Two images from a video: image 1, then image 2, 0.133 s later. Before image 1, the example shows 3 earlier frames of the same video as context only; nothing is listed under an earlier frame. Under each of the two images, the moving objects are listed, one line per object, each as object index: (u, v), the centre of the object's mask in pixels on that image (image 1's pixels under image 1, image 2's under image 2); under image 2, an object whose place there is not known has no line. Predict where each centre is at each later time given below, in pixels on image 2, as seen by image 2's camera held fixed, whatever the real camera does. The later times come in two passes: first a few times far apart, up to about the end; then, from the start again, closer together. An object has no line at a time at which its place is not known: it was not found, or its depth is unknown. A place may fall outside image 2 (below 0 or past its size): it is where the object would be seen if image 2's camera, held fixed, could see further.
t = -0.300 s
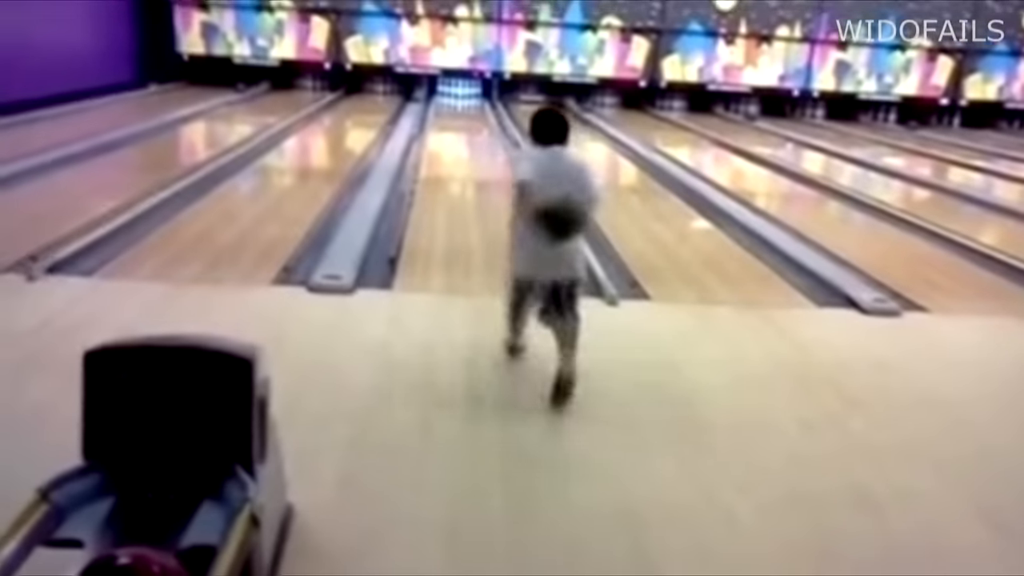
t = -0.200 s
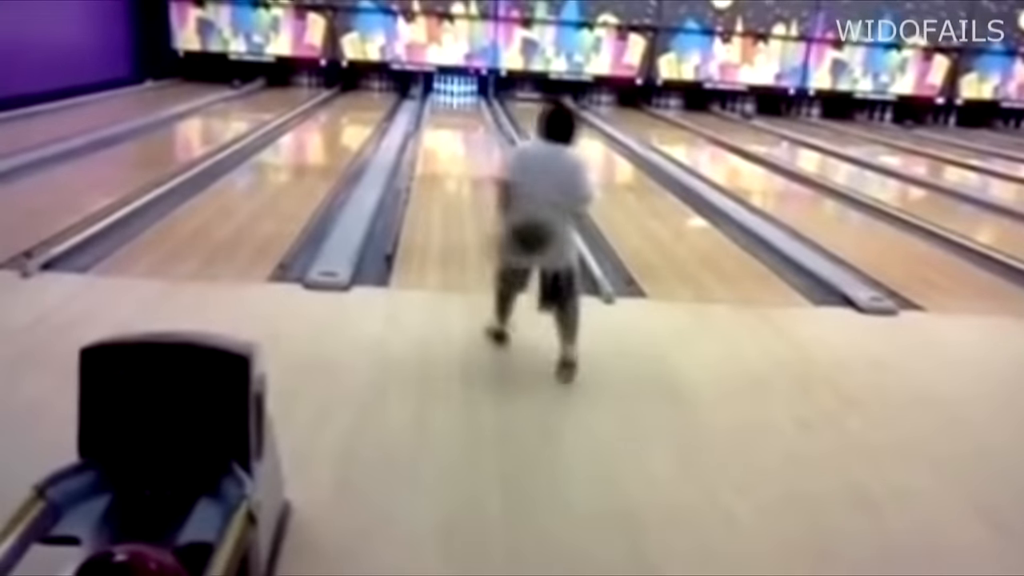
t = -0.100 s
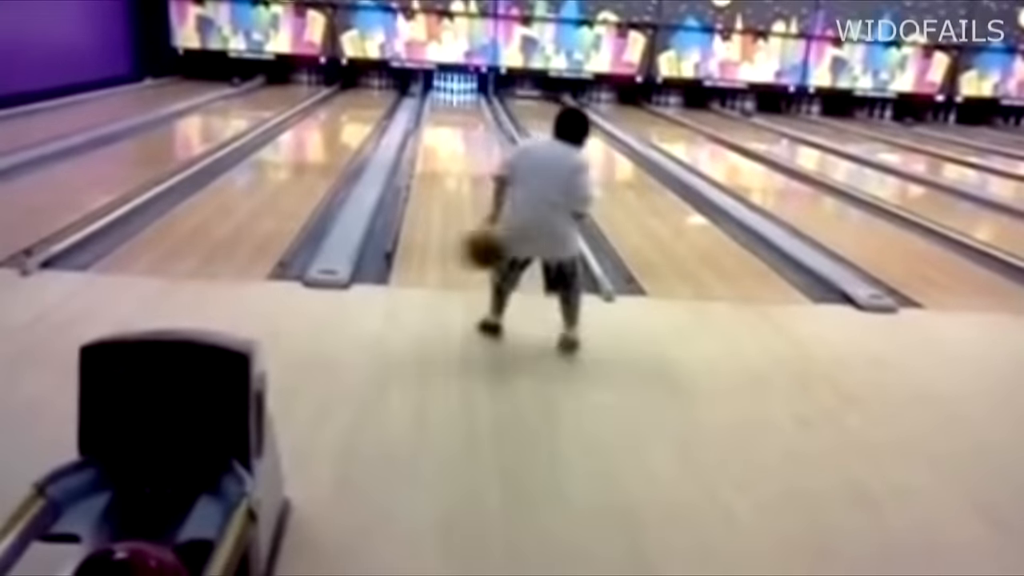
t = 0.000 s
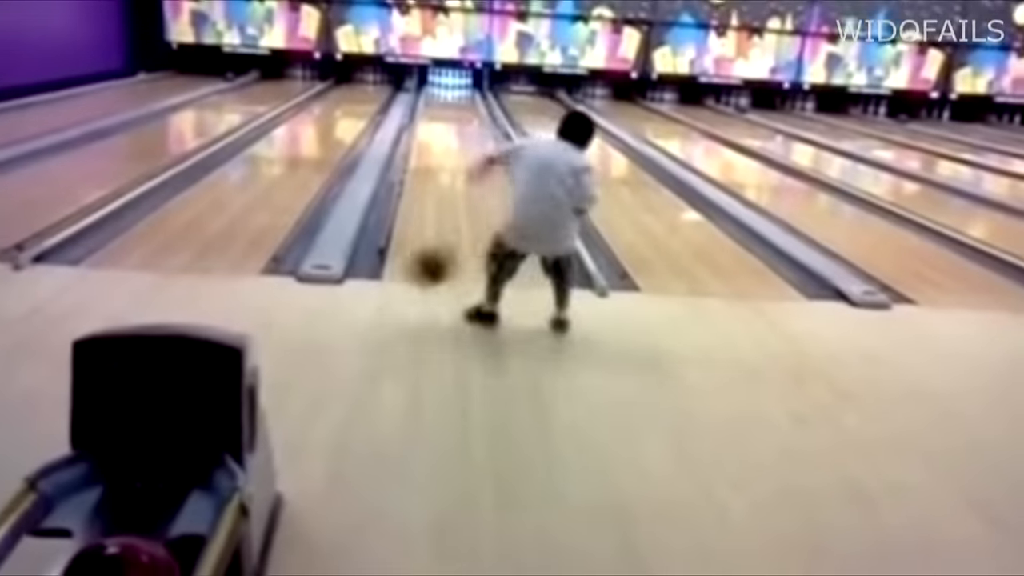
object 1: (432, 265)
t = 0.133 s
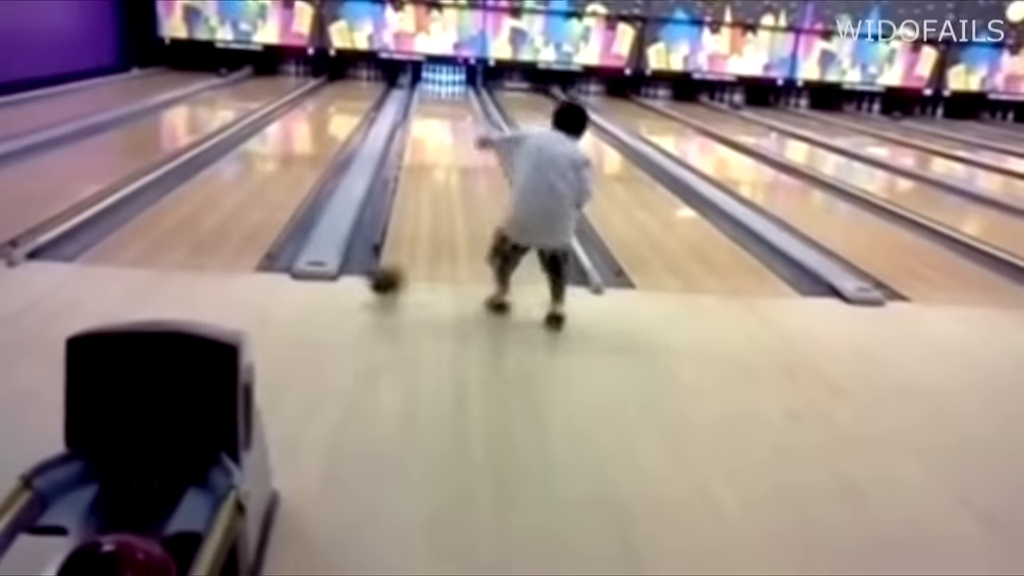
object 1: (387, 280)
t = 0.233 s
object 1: (358, 259)
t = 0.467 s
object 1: (331, 219)
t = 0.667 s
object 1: (324, 223)
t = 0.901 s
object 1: (314, 207)
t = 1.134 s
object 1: (294, 214)
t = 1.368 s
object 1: (266, 212)
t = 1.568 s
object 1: (259, 201)
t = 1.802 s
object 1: (231, 196)
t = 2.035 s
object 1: (212, 191)
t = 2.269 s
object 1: (193, 188)
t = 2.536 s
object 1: (175, 181)
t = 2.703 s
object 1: (165, 184)
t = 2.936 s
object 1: (170, 180)
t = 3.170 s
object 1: (175, 175)
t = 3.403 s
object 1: (178, 177)
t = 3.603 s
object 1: (184, 171)
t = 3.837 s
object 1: (192, 165)
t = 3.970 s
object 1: (193, 165)
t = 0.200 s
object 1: (364, 261)
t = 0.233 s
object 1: (358, 259)
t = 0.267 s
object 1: (351, 257)
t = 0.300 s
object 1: (341, 256)
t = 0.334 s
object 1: (338, 251)
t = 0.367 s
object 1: (334, 238)
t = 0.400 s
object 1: (334, 228)
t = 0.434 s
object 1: (332, 224)
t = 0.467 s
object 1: (331, 219)
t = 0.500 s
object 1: (331, 217)
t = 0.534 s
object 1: (329, 215)
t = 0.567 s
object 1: (329, 215)
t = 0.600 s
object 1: (327, 218)
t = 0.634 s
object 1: (324, 222)
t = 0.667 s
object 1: (324, 223)
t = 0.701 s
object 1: (322, 229)
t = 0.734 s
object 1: (320, 225)
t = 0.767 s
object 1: (318, 215)
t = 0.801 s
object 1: (317, 210)
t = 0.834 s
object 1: (316, 209)
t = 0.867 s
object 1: (315, 207)
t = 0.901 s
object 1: (314, 207)
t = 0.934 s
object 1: (312, 207)
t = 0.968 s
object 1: (310, 213)
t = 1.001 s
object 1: (308, 214)
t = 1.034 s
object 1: (306, 216)
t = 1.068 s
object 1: (304, 216)
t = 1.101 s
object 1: (296, 214)
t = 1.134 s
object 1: (294, 214)
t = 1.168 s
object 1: (287, 215)
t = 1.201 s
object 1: (283, 217)
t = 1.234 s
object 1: (280, 215)
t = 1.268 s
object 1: (277, 213)
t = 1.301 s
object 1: (276, 211)
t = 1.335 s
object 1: (269, 211)
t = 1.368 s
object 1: (266, 212)
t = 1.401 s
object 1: (264, 206)
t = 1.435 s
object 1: (260, 209)
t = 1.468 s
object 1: (259, 209)
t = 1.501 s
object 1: (256, 206)
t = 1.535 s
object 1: (256, 205)
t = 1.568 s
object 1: (259, 201)
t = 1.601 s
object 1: (246, 203)
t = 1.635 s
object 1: (236, 193)
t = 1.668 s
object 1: (241, 201)
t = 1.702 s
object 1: (240, 201)
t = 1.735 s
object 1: (234, 193)
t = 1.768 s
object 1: (232, 196)
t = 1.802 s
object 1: (231, 196)
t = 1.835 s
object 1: (227, 194)
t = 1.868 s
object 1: (226, 195)
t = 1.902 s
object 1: (216, 192)
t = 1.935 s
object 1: (218, 194)
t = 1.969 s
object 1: (214, 193)
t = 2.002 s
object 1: (213, 190)
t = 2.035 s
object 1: (212, 191)
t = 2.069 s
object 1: (210, 189)
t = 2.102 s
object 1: (198, 190)
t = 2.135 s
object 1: (204, 185)
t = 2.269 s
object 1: (193, 188)
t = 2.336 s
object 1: (189, 185)
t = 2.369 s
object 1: (179, 178)
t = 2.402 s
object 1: (182, 183)
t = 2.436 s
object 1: (182, 181)
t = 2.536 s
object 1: (175, 181)
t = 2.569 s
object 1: (173, 178)
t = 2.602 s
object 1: (171, 181)
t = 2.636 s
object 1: (168, 181)
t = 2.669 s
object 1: (165, 183)
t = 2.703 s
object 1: (165, 184)
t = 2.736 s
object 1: (168, 181)
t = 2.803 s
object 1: (171, 180)
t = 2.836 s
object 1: (170, 180)
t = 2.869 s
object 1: (170, 180)
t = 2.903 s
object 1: (169, 180)
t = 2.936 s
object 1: (170, 180)
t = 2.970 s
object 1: (170, 179)
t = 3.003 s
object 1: (170, 181)
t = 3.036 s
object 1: (171, 179)
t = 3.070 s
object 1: (169, 181)
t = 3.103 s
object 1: (179, 164)
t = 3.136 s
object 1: (174, 176)
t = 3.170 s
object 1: (175, 175)
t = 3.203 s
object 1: (179, 174)
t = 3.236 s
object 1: (174, 175)
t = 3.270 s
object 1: (166, 175)
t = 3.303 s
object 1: (178, 174)
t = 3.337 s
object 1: (175, 175)
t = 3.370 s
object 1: (180, 174)
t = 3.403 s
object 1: (178, 177)
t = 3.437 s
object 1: (168, 173)
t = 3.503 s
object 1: (185, 171)
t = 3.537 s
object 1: (185, 171)
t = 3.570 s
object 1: (184, 169)
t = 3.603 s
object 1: (184, 171)
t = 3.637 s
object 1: (180, 167)
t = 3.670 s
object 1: (186, 170)
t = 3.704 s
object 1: (188, 169)
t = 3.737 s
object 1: (188, 169)
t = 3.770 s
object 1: (190, 168)
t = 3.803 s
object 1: (191, 167)
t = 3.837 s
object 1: (192, 165)
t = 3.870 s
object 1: (193, 165)
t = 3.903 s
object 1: (193, 165)
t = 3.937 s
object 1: (194, 165)
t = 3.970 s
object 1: (193, 165)
